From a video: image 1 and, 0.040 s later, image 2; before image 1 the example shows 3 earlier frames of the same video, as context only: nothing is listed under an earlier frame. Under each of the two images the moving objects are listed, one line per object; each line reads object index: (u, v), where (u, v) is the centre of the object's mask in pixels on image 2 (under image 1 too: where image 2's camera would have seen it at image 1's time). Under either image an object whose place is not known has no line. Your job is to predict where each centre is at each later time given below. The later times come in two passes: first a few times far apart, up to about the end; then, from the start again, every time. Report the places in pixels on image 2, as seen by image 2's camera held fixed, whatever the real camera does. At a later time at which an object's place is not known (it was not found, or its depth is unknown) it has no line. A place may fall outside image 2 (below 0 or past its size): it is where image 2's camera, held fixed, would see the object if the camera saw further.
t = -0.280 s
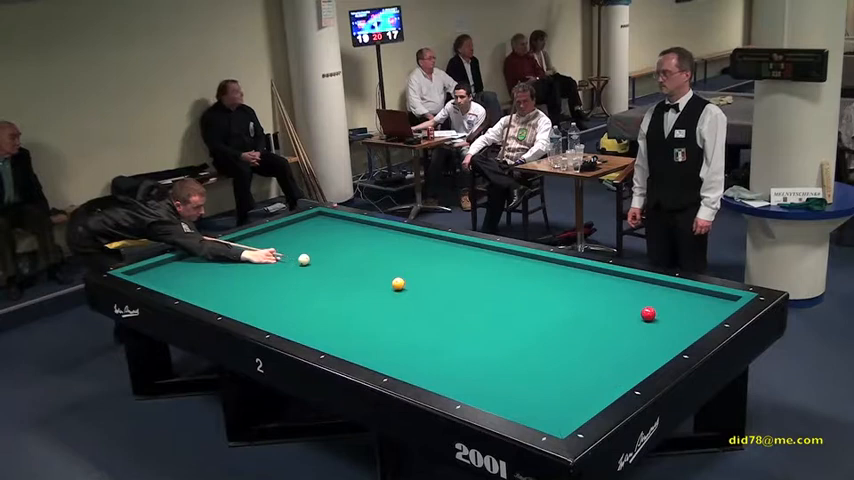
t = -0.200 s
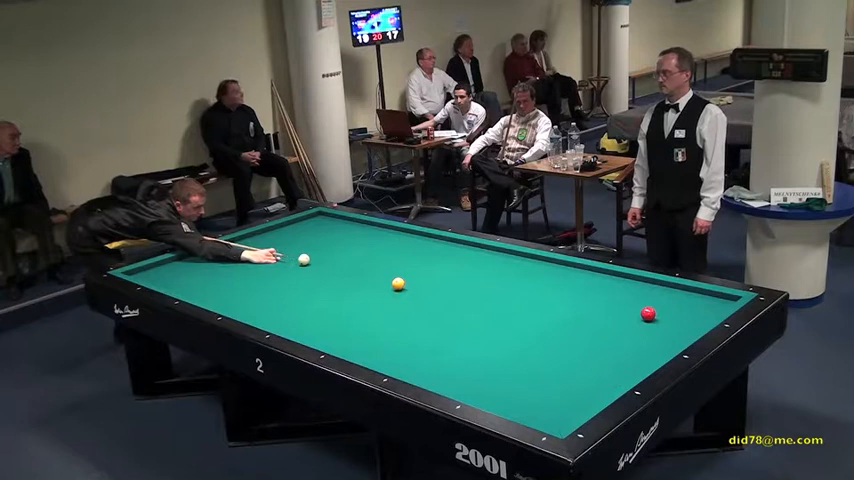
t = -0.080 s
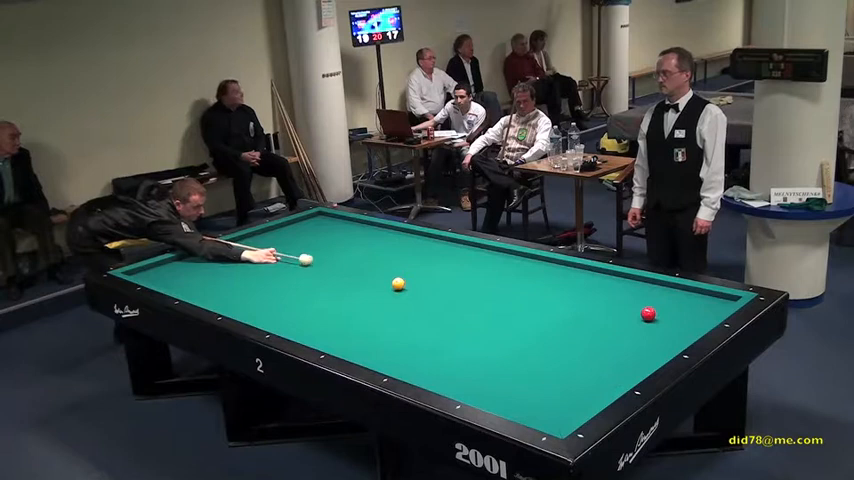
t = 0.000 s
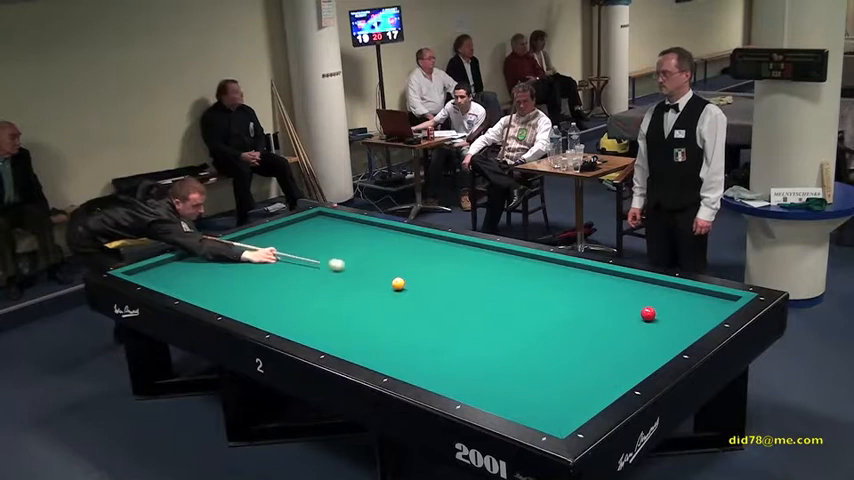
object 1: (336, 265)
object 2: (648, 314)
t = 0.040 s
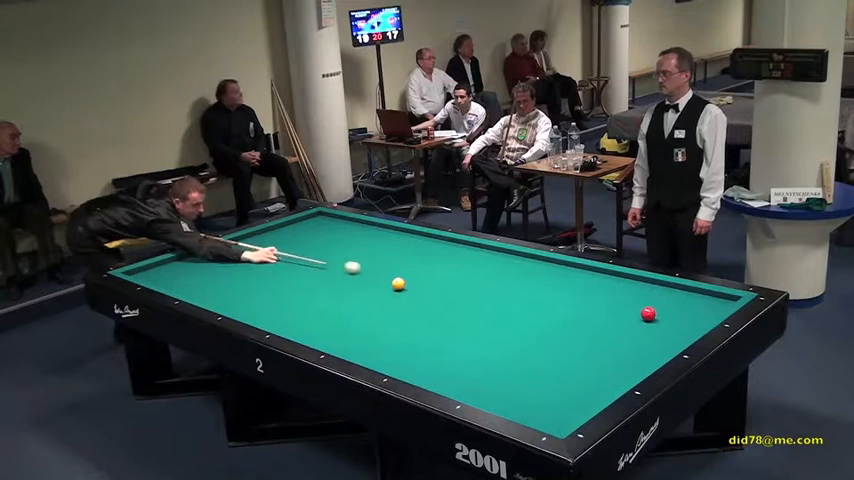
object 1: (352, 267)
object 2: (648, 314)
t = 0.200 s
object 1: (414, 278)
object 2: (648, 314)
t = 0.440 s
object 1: (510, 294)
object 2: (648, 314)
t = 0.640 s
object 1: (600, 310)
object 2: (648, 314)
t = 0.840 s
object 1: (675, 335)
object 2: (673, 308)
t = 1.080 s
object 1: (589, 335)
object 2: (706, 299)
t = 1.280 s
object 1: (525, 336)
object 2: (722, 298)
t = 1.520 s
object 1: (453, 338)
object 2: (722, 305)
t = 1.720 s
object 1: (394, 339)
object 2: (710, 310)
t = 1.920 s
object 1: (338, 340)
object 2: (700, 314)
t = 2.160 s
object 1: (309, 327)
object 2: (686, 318)
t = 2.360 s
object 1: (299, 313)
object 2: (675, 322)
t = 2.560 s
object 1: (290, 300)
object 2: (664, 325)
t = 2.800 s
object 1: (280, 286)
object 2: (651, 329)
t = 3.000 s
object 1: (273, 276)
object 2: (640, 332)
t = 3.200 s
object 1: (266, 266)
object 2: (630, 336)
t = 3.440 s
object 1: (258, 255)
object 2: (617, 339)
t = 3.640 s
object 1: (253, 247)
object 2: (607, 342)
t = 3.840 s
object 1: (247, 240)
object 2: (598, 345)
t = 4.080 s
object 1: (259, 234)
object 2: (586, 349)
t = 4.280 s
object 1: (280, 233)
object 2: (577, 351)
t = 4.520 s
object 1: (304, 231)
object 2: (566, 355)
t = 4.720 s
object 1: (324, 229)
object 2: (557, 357)
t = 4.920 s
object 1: (343, 228)
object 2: (549, 360)
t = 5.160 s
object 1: (366, 226)
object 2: (539, 362)
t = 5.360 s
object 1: (381, 226)
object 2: (531, 364)
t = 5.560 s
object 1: (384, 230)
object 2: (524, 367)
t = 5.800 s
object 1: (388, 234)
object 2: (515, 369)
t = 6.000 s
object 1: (391, 238)
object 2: (508, 371)
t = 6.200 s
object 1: (394, 242)
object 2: (502, 372)
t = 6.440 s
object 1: (397, 246)
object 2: (495, 374)
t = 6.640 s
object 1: (400, 250)
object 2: (489, 376)
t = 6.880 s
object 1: (404, 254)
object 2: (483, 378)
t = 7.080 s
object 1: (406, 259)
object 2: (478, 379)
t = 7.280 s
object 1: (409, 262)
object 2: (474, 380)
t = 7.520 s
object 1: (413, 267)
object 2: (470, 382)
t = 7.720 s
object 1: (415, 271)
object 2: (466, 382)
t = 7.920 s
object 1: (418, 275)
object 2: (464, 383)
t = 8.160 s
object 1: (422, 279)
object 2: (461, 384)
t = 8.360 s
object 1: (425, 283)
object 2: (459, 384)
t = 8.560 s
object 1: (427, 287)
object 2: (457, 385)
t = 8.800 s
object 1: (430, 292)
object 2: (456, 385)
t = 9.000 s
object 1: (433, 295)
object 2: (456, 385)
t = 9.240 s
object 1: (436, 300)
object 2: (455, 385)
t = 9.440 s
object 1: (439, 303)
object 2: (455, 384)
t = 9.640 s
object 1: (441, 307)
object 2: (455, 384)
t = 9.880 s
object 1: (444, 311)
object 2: (455, 384)
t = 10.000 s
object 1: (446, 313)
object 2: (455, 384)
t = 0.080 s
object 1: (368, 270)
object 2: (648, 314)
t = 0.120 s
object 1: (383, 272)
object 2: (648, 314)
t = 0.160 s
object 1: (399, 274)
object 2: (648, 314)
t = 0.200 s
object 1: (414, 278)
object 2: (648, 314)
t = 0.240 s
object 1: (429, 280)
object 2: (648, 314)
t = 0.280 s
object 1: (445, 283)
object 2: (648, 314)
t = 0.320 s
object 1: (460, 286)
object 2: (648, 314)
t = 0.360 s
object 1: (476, 288)
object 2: (648, 314)
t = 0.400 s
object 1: (493, 291)
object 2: (648, 314)
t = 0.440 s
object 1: (510, 294)
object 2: (648, 314)
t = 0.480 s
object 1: (527, 298)
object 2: (648, 314)
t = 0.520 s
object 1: (545, 300)
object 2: (648, 314)
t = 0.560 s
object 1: (562, 304)
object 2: (648, 314)
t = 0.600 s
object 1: (581, 307)
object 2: (648, 313)
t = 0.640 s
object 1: (600, 310)
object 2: (648, 314)
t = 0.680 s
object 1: (619, 313)
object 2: (648, 313)
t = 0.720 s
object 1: (638, 317)
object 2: (651, 313)
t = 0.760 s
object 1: (650, 323)
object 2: (658, 311)
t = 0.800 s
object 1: (663, 329)
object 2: (666, 309)
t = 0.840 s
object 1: (675, 335)
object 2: (673, 308)
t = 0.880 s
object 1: (670, 337)
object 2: (679, 306)
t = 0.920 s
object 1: (652, 336)
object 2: (685, 305)
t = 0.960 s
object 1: (635, 336)
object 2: (691, 303)
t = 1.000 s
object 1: (619, 335)
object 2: (696, 302)
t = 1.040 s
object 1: (603, 335)
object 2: (701, 301)
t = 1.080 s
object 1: (589, 335)
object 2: (706, 299)
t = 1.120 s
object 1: (575, 335)
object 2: (711, 298)
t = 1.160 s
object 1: (562, 336)
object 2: (716, 297)
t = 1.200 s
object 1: (550, 336)
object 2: (721, 296)
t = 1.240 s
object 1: (537, 336)
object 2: (722, 297)
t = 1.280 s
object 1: (525, 336)
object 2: (722, 298)
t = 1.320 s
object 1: (513, 336)
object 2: (722, 300)
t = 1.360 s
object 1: (501, 337)
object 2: (722, 301)
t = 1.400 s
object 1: (489, 337)
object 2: (722, 302)
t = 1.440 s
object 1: (477, 337)
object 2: (722, 303)
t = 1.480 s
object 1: (465, 337)
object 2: (722, 304)
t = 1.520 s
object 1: (453, 338)
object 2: (722, 305)
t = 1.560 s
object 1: (441, 338)
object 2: (719, 307)
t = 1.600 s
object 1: (430, 338)
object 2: (717, 308)
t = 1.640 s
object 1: (418, 338)
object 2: (715, 308)
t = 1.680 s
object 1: (406, 339)
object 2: (713, 309)
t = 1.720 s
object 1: (394, 339)
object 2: (710, 310)
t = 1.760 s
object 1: (383, 339)
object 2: (708, 311)
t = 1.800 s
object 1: (372, 339)
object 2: (706, 312)
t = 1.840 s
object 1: (360, 339)
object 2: (704, 313)
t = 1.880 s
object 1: (349, 340)
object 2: (702, 313)
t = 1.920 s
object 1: (338, 340)
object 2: (700, 314)
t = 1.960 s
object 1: (327, 339)
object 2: (697, 315)
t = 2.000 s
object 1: (317, 338)
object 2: (695, 316)
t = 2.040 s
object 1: (316, 336)
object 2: (693, 316)
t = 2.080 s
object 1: (313, 333)
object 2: (691, 317)
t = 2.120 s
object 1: (311, 330)
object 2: (688, 318)
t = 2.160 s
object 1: (309, 327)
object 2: (686, 318)
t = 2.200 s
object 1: (307, 324)
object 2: (684, 319)
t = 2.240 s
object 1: (305, 321)
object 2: (682, 320)
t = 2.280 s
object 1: (303, 318)
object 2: (679, 321)
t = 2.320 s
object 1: (301, 316)
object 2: (677, 321)
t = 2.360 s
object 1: (299, 313)
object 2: (675, 322)
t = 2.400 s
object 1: (297, 310)
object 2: (673, 322)
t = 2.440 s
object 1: (295, 308)
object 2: (671, 323)
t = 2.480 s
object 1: (293, 305)
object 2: (669, 324)
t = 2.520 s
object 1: (292, 303)
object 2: (666, 324)
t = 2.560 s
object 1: (290, 300)
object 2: (664, 325)
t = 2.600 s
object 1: (288, 298)
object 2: (662, 325)
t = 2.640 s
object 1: (287, 295)
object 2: (660, 326)
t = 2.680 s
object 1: (285, 293)
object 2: (658, 327)
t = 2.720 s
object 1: (283, 291)
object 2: (656, 327)
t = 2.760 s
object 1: (282, 288)
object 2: (653, 328)
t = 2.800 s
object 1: (280, 286)
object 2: (651, 329)
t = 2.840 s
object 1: (278, 284)
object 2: (649, 330)
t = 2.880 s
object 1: (277, 282)
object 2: (647, 330)
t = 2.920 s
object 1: (276, 279)
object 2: (645, 331)
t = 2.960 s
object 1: (274, 278)
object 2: (643, 331)
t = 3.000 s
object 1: (273, 276)
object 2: (640, 332)
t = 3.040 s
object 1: (271, 273)
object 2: (638, 333)
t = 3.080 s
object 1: (270, 272)
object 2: (636, 333)
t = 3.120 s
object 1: (268, 270)
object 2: (634, 334)
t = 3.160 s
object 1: (267, 268)
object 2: (632, 335)
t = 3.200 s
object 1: (266, 266)
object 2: (630, 336)
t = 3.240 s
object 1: (264, 264)
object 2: (628, 336)
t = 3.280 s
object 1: (263, 262)
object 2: (626, 337)
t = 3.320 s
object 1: (262, 260)
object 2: (624, 337)
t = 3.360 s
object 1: (261, 259)
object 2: (622, 338)
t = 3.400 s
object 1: (259, 257)
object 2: (620, 339)
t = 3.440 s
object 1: (258, 255)
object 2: (617, 339)
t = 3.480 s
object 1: (257, 254)
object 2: (615, 340)
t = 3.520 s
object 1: (256, 252)
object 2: (614, 340)
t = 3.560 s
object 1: (255, 250)
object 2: (611, 341)
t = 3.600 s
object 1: (254, 249)
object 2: (609, 341)
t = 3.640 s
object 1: (253, 247)
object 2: (607, 342)
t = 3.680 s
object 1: (252, 246)
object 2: (605, 343)
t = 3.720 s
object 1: (250, 244)
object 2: (603, 343)
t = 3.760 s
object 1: (249, 242)
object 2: (601, 344)
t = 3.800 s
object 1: (248, 241)
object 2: (599, 345)
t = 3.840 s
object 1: (247, 240)
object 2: (598, 345)
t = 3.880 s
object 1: (246, 238)
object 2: (596, 346)
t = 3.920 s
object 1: (245, 236)
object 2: (594, 346)
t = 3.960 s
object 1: (245, 235)
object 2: (592, 347)
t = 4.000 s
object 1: (250, 235)
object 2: (590, 348)
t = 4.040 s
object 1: (254, 235)
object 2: (588, 348)
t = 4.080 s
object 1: (259, 234)
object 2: (586, 349)
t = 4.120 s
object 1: (263, 234)
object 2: (584, 349)
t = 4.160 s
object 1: (267, 234)
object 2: (582, 350)
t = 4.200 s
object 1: (271, 233)
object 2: (580, 350)
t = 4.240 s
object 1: (275, 233)
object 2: (579, 351)
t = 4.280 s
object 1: (280, 233)
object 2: (577, 351)
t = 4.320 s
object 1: (284, 232)
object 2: (575, 352)
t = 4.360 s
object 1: (288, 232)
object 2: (573, 352)
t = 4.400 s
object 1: (292, 232)
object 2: (571, 353)
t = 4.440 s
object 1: (296, 232)
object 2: (570, 354)
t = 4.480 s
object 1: (300, 232)
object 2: (568, 354)
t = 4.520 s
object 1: (304, 231)
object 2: (566, 355)
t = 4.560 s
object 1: (308, 231)
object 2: (564, 355)
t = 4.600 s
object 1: (312, 231)
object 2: (562, 356)
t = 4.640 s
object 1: (316, 230)
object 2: (561, 356)
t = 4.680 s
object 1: (320, 230)
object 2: (559, 357)
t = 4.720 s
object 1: (324, 229)
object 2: (557, 357)
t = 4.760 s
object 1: (327, 229)
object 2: (555, 358)
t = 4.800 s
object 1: (331, 229)
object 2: (554, 358)
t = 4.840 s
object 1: (336, 229)
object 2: (552, 359)
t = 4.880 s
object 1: (339, 228)
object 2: (550, 359)
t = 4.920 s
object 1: (343, 228)
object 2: (549, 360)
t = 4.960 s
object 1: (347, 228)
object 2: (547, 360)
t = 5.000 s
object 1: (351, 227)
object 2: (545, 360)
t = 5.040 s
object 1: (354, 227)
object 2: (544, 361)
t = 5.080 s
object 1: (358, 227)
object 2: (542, 361)
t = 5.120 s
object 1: (362, 227)
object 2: (540, 362)
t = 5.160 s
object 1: (366, 226)
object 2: (539, 362)
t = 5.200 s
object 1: (370, 226)
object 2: (537, 363)
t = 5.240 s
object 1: (373, 226)
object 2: (536, 363)
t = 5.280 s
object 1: (377, 226)
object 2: (534, 364)
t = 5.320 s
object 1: (380, 225)
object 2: (533, 364)
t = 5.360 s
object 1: (381, 226)
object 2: (531, 364)
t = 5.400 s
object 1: (382, 227)
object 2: (529, 365)
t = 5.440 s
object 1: (382, 228)
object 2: (528, 365)
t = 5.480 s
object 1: (383, 228)
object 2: (526, 366)
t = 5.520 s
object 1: (384, 229)
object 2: (525, 366)
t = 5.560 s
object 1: (384, 230)
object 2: (524, 367)
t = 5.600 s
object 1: (385, 231)
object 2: (522, 367)
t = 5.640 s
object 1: (385, 231)
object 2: (521, 368)
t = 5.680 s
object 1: (386, 232)
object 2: (519, 368)
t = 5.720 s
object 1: (386, 233)
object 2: (518, 368)
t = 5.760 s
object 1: (387, 233)
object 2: (516, 369)
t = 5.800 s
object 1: (388, 234)
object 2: (515, 369)
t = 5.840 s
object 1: (388, 235)
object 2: (513, 369)
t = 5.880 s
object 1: (389, 236)
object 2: (512, 370)
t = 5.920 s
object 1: (390, 236)
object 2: (511, 370)
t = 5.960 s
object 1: (390, 237)
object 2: (509, 370)
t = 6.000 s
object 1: (391, 238)
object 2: (508, 371)
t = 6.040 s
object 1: (391, 239)
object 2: (507, 371)
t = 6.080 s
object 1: (392, 239)
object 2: (506, 371)
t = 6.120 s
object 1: (393, 240)
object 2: (504, 372)
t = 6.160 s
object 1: (393, 241)
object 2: (503, 372)
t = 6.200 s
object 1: (394, 242)
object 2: (502, 372)
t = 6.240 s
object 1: (394, 242)
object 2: (501, 373)
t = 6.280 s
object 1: (395, 243)
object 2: (499, 373)
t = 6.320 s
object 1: (395, 244)
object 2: (498, 374)
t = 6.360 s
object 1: (396, 245)
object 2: (497, 374)
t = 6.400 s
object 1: (396, 246)
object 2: (496, 374)
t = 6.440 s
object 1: (397, 246)
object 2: (495, 374)
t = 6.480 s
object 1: (398, 247)
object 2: (493, 375)
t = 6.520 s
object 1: (398, 248)
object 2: (492, 375)
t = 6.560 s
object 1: (399, 248)
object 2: (491, 375)
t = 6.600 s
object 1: (399, 249)
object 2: (490, 376)
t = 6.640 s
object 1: (400, 250)
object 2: (489, 376)
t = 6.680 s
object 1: (401, 251)
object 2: (488, 376)
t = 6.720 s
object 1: (401, 252)
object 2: (487, 377)
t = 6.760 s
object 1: (402, 252)
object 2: (486, 377)
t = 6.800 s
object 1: (402, 253)
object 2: (485, 377)
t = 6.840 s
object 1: (403, 254)
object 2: (484, 377)
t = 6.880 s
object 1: (404, 254)
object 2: (483, 378)
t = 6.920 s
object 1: (404, 255)
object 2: (482, 378)
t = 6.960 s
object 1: (405, 256)
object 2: (481, 378)
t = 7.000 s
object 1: (405, 257)
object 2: (480, 379)
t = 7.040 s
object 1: (406, 258)
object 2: (479, 379)
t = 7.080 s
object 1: (406, 259)
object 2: (478, 379)
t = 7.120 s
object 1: (407, 259)
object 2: (477, 379)
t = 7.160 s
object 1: (408, 260)
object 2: (477, 380)
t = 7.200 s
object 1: (408, 261)
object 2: (476, 380)
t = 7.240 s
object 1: (408, 262)
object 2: (475, 380)
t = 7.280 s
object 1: (409, 262)
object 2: (474, 380)
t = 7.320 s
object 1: (410, 263)
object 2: (473, 381)
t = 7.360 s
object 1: (410, 264)
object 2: (473, 381)
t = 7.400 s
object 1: (411, 265)
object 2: (472, 381)
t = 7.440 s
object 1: (411, 266)
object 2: (471, 381)
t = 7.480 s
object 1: (412, 266)
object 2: (470, 381)
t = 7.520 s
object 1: (413, 267)
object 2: (470, 382)
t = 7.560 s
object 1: (413, 268)
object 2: (469, 382)
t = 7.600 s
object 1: (414, 268)
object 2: (468, 382)
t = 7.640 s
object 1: (414, 269)
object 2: (468, 382)
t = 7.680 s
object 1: (415, 270)
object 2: (467, 382)
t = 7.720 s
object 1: (415, 271)
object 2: (466, 382)
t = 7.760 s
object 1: (416, 272)
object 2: (466, 382)
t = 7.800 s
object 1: (417, 272)
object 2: (465, 383)
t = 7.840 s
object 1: (417, 273)
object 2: (465, 383)
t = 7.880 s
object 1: (418, 274)
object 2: (464, 383)
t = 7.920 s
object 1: (418, 275)
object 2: (464, 383)
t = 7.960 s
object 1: (419, 275)
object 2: (463, 384)
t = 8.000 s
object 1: (420, 276)
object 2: (463, 384)
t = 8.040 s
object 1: (420, 277)
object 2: (462, 384)
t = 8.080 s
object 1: (421, 278)
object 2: (462, 384)
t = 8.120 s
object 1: (421, 278)
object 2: (461, 384)
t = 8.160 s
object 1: (422, 279)
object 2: (461, 384)
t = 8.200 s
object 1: (422, 280)
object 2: (460, 384)
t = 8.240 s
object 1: (423, 281)
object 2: (460, 384)
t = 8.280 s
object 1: (423, 281)
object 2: (460, 384)
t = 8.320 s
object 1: (424, 282)
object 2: (459, 384)
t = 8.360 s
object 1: (425, 283)
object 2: (459, 384)
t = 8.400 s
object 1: (425, 284)
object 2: (459, 384)
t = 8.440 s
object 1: (426, 284)
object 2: (458, 385)
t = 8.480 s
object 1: (426, 285)
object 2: (458, 385)
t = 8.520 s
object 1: (427, 286)
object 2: (458, 385)
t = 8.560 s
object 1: (427, 287)
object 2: (457, 385)
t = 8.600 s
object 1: (428, 288)
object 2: (457, 385)
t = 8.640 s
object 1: (428, 288)
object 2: (457, 385)
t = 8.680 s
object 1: (429, 289)
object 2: (457, 385)
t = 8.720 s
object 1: (430, 290)
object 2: (457, 385)
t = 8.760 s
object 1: (430, 291)
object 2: (457, 385)
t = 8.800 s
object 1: (430, 292)
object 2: (456, 385)
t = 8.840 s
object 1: (431, 292)
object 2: (456, 385)
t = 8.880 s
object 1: (432, 293)
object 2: (456, 385)
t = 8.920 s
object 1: (432, 294)
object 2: (456, 385)
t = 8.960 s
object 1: (432, 295)
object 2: (456, 385)
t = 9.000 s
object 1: (433, 295)
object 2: (456, 385)
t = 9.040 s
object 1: (434, 296)
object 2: (455, 384)
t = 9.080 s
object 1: (434, 297)
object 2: (455, 384)
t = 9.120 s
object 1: (435, 298)
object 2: (455, 384)
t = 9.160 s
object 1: (435, 298)
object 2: (455, 385)
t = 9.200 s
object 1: (436, 299)
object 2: (455, 385)
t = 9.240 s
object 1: (436, 300)
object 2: (455, 385)
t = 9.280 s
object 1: (437, 300)
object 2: (456, 385)
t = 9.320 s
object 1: (437, 301)
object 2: (455, 384)
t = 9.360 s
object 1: (438, 302)
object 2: (455, 384)
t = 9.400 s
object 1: (438, 302)
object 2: (455, 384)
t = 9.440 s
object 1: (439, 303)
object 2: (455, 384)
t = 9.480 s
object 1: (439, 304)
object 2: (455, 385)
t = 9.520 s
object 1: (440, 305)
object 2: (455, 384)
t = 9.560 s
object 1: (440, 305)
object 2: (455, 384)
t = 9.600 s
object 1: (441, 306)
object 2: (455, 384)
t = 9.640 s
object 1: (441, 307)
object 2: (455, 384)
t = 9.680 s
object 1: (442, 307)
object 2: (455, 384)
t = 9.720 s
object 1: (442, 308)
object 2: (455, 384)
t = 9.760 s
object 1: (443, 309)
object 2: (455, 384)
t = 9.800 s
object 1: (443, 309)
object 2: (455, 384)
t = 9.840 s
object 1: (444, 310)
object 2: (455, 384)
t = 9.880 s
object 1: (444, 311)
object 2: (455, 384)
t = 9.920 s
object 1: (445, 311)
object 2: (455, 384)
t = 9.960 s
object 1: (445, 312)
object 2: (455, 384)
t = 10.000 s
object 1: (446, 313)
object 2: (455, 384)
